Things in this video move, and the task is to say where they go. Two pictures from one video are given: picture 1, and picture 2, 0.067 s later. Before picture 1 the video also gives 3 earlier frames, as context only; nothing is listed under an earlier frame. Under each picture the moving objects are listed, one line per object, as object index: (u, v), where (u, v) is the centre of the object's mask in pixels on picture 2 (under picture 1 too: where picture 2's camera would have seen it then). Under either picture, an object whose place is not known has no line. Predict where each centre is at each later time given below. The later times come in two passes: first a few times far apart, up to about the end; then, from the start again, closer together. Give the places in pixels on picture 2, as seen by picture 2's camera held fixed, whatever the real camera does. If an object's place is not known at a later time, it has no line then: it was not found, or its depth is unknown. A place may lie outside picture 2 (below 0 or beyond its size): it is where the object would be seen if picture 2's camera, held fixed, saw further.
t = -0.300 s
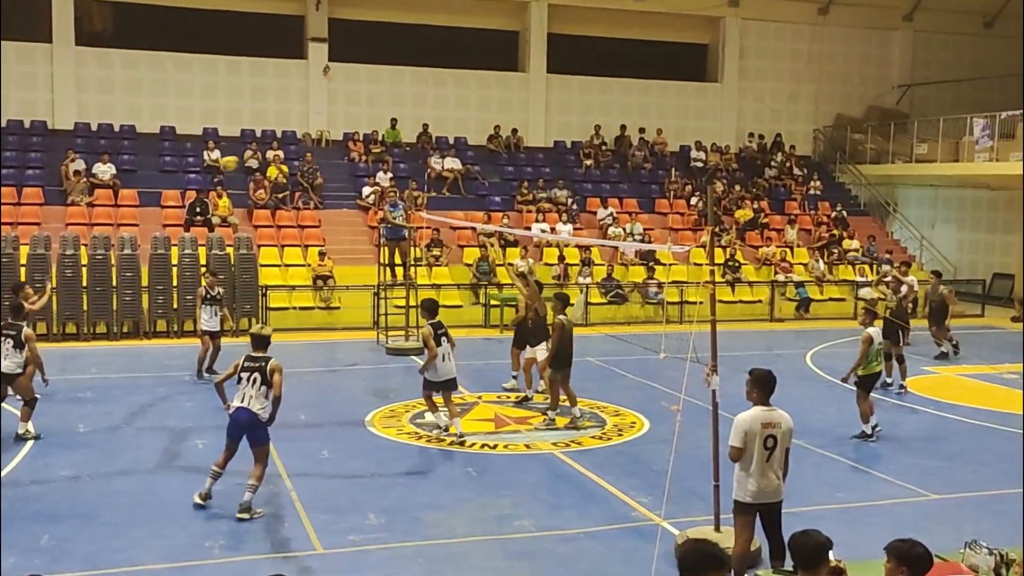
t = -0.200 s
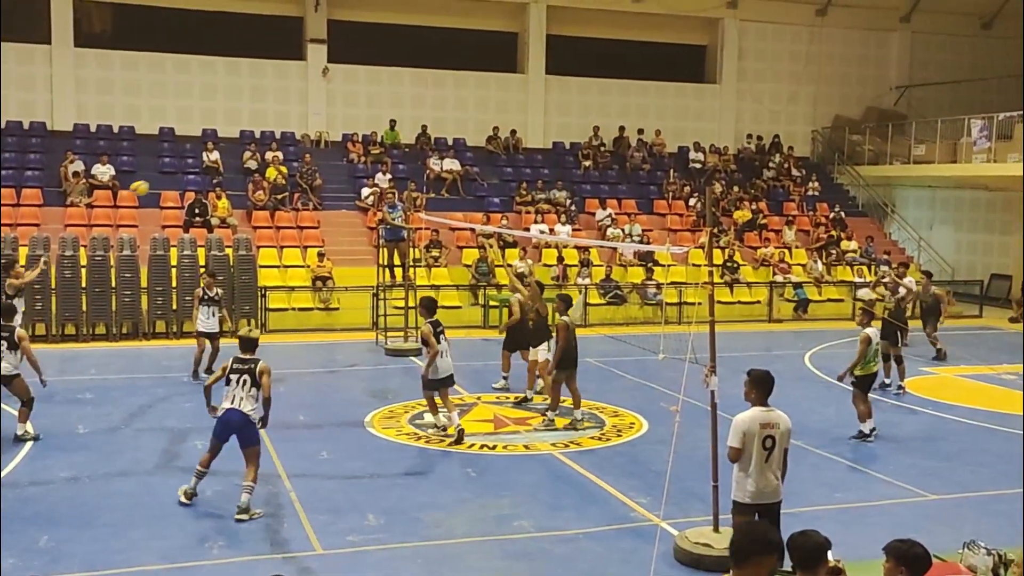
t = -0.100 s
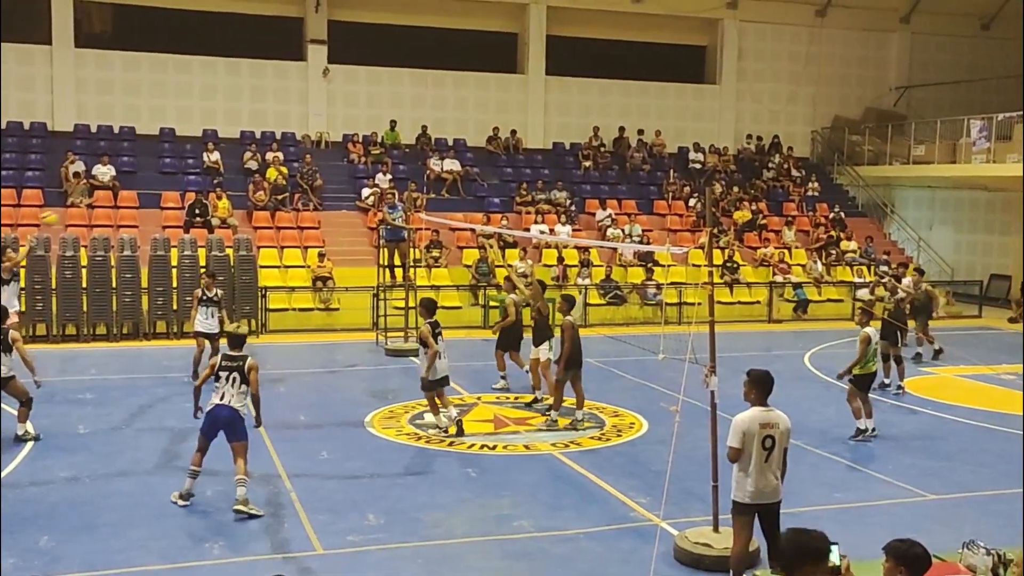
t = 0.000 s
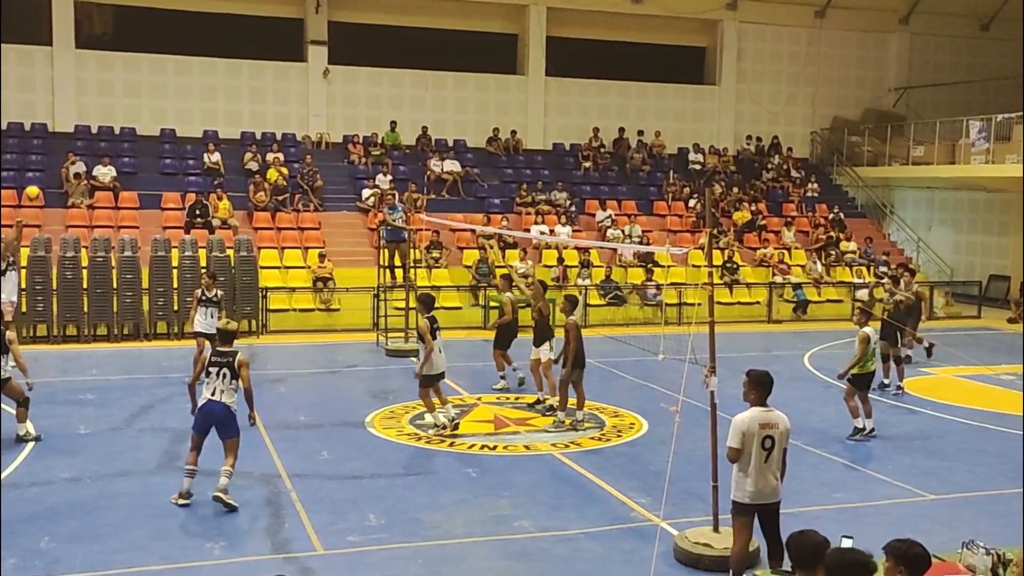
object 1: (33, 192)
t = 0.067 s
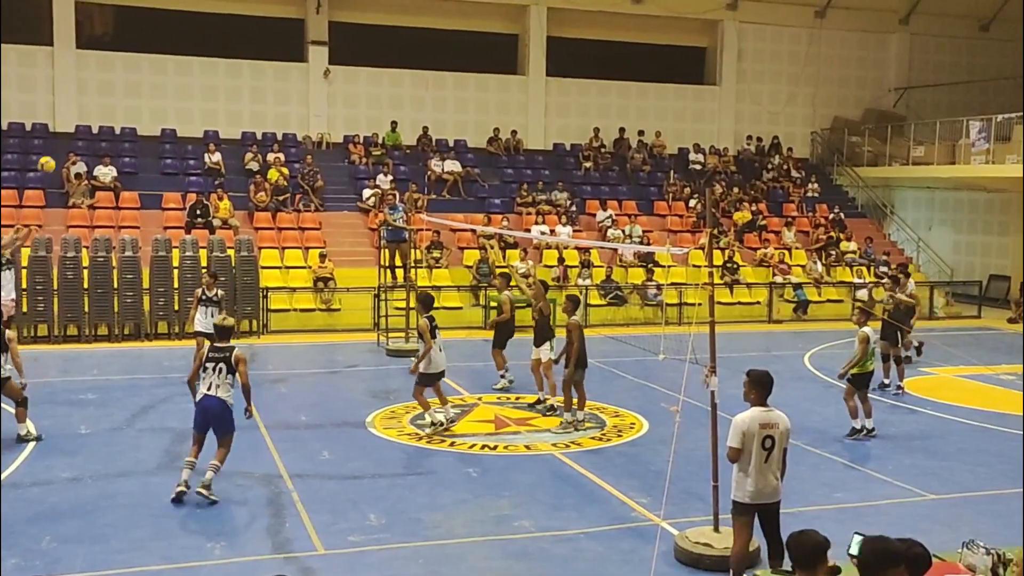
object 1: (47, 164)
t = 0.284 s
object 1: (90, 92)
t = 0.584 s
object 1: (149, 52)
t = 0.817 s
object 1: (192, 67)
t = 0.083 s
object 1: (49, 157)
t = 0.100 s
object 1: (53, 151)
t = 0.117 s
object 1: (56, 144)
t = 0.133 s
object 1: (60, 139)
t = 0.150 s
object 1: (63, 133)
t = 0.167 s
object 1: (66, 127)
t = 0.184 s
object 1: (70, 121)
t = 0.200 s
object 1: (74, 116)
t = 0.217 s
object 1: (77, 111)
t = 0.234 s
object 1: (81, 106)
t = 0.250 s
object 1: (84, 102)
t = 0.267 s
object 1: (87, 97)
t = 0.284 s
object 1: (90, 92)
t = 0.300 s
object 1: (93, 88)
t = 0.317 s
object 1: (96, 85)
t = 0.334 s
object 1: (100, 81)
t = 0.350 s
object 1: (103, 78)
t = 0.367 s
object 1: (107, 75)
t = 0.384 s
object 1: (110, 72)
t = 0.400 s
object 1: (113, 69)
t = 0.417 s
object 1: (116, 66)
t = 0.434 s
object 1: (119, 64)
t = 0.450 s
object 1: (122, 62)
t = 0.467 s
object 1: (126, 60)
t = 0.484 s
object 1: (129, 58)
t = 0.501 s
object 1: (133, 57)
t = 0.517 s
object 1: (136, 56)
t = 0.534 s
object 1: (139, 54)
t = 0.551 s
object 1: (142, 54)
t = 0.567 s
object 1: (145, 53)
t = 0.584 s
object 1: (149, 52)
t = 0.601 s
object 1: (152, 53)
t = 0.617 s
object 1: (155, 53)
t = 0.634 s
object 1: (159, 53)
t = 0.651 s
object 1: (162, 53)
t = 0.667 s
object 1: (165, 54)
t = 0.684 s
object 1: (168, 54)
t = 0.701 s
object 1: (172, 56)
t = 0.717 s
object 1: (175, 57)
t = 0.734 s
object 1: (178, 58)
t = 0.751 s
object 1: (182, 60)
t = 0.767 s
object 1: (185, 62)
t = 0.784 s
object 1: (188, 64)
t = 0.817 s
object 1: (192, 67)
